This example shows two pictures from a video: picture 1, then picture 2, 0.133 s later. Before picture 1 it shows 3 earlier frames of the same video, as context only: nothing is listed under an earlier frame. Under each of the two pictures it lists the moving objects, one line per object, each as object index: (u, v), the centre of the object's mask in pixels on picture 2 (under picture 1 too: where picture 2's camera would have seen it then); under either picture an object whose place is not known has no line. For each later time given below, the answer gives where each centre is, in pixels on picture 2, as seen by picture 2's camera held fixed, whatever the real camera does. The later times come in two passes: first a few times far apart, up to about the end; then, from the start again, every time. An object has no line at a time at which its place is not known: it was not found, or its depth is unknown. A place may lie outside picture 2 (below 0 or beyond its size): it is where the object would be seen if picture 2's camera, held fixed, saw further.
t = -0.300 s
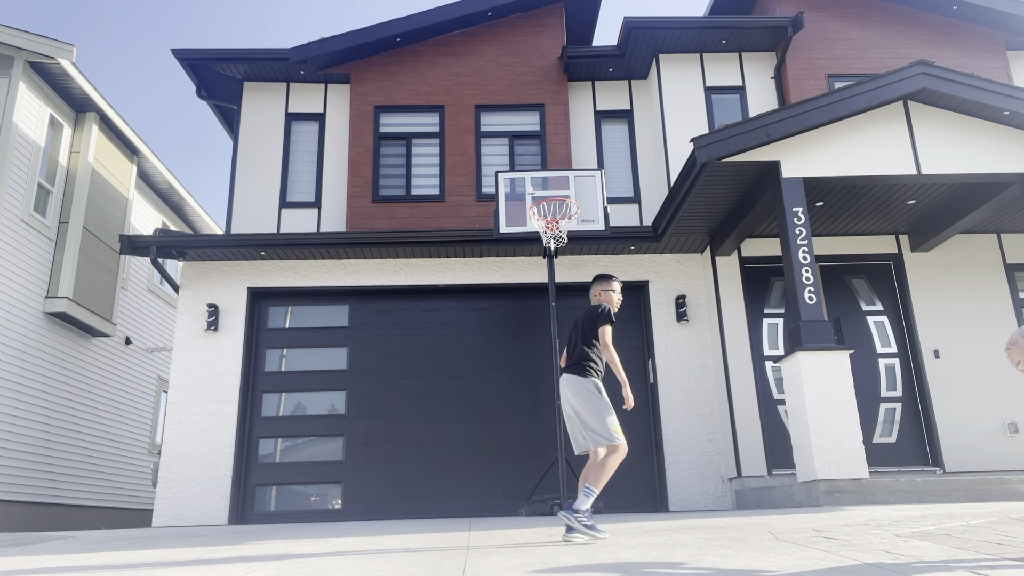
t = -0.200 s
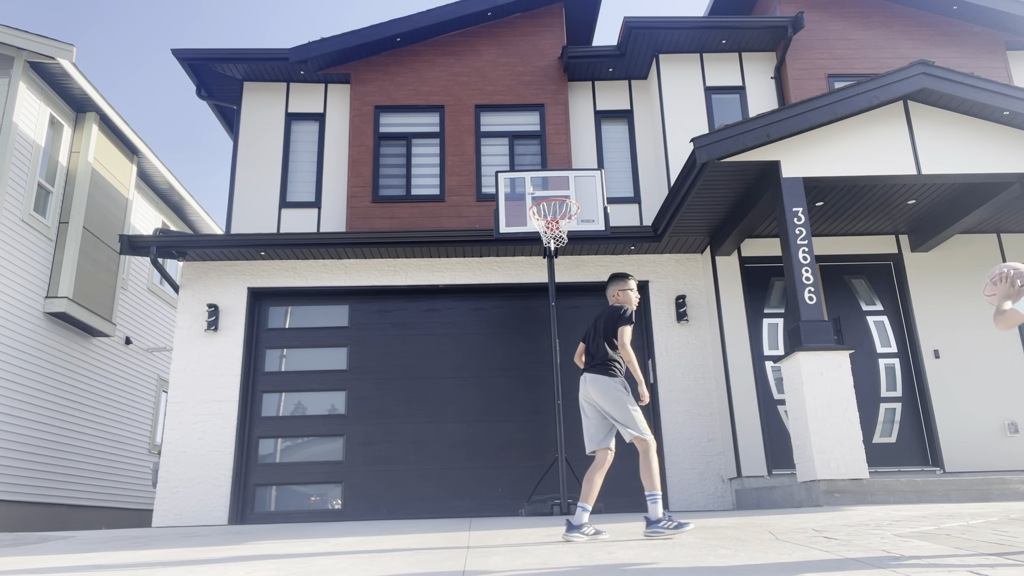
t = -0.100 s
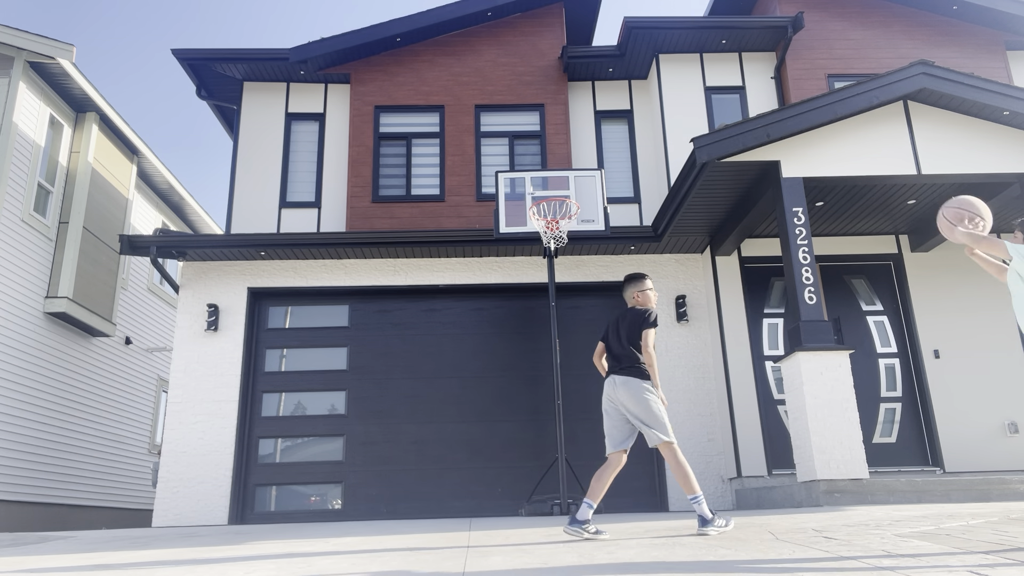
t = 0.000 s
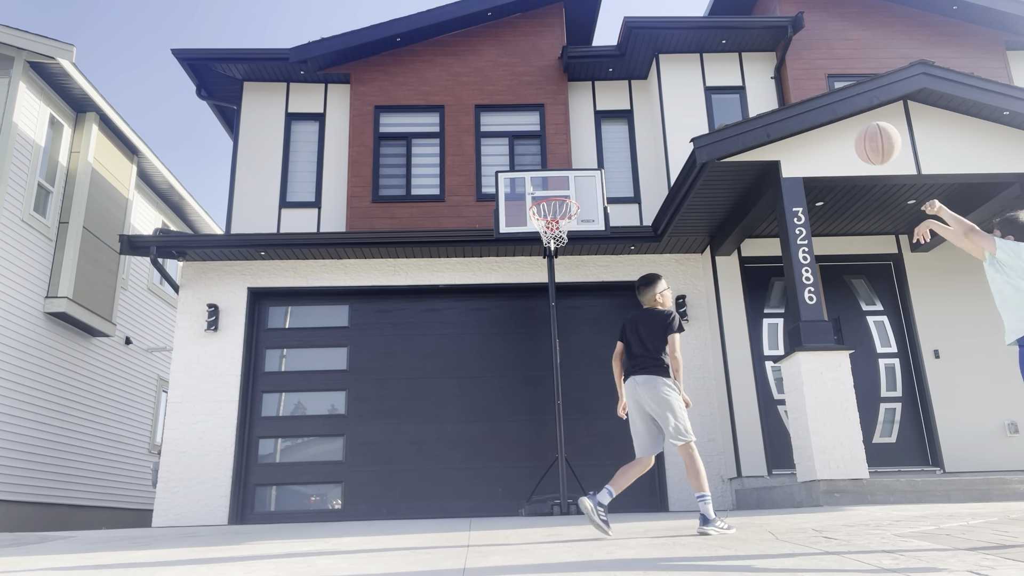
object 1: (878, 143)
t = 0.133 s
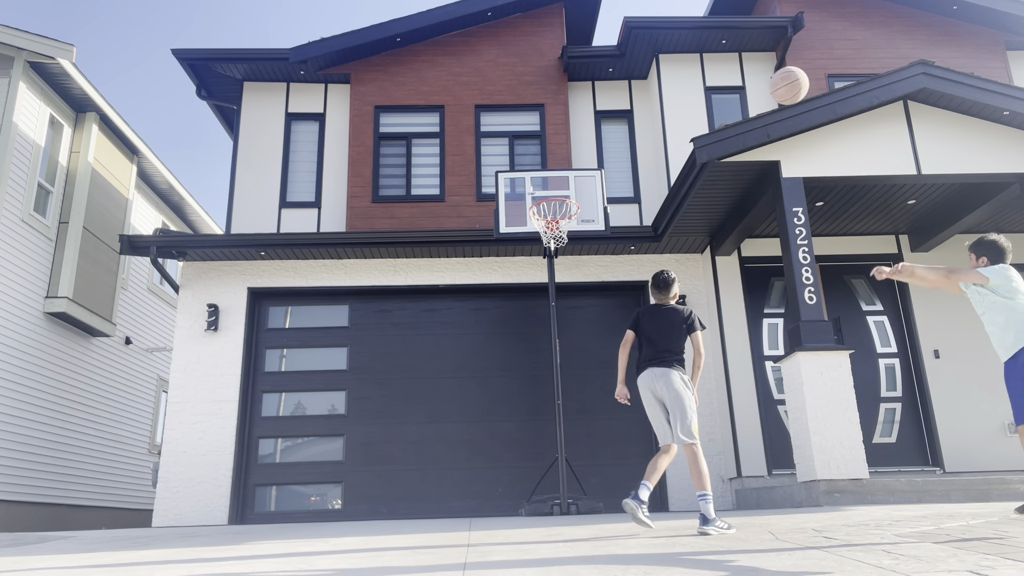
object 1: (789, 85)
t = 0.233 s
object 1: (738, 64)
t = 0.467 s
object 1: (647, 66)
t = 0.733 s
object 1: (574, 128)
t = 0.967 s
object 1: (527, 211)
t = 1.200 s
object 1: (486, 203)
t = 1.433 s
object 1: (445, 245)
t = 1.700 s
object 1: (394, 360)
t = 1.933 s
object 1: (345, 499)
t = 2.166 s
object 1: (293, 367)
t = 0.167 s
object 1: (771, 77)
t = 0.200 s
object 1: (753, 69)
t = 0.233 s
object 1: (738, 64)
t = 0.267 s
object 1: (723, 60)
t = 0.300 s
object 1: (708, 58)
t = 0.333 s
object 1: (694, 57)
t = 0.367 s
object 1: (683, 58)
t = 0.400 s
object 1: (670, 59)
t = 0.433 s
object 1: (658, 62)
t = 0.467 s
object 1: (647, 66)
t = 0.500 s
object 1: (637, 71)
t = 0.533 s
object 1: (627, 76)
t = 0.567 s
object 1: (618, 83)
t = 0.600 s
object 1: (609, 90)
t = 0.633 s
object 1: (600, 99)
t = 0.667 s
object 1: (591, 108)
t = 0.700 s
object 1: (583, 117)
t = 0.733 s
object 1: (574, 128)
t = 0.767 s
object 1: (567, 139)
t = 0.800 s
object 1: (559, 151)
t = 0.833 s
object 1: (552, 163)
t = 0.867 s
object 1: (545, 176)
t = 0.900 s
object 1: (538, 190)
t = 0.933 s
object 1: (529, 202)
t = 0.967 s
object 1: (527, 211)
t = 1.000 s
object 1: (521, 207)
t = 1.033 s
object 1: (516, 205)
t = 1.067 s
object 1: (510, 203)
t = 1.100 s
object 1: (504, 201)
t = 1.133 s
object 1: (498, 201)
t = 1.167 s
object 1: (492, 202)
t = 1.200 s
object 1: (486, 203)
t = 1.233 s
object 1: (481, 206)
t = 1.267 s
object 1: (474, 210)
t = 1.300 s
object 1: (469, 215)
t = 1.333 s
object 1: (462, 221)
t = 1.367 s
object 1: (456, 228)
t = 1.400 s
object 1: (451, 236)
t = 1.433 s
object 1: (445, 245)
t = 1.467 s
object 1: (439, 255)
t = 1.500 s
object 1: (433, 266)
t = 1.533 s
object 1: (426, 279)
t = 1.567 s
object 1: (420, 293)
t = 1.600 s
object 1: (414, 307)
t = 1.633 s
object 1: (407, 323)
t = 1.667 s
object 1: (401, 341)
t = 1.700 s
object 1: (394, 360)
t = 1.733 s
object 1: (388, 381)
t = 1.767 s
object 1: (381, 403)
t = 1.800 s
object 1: (374, 426)
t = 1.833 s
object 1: (367, 452)
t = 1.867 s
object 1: (360, 478)
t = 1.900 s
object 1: (353, 507)
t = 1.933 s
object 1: (345, 499)
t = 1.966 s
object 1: (338, 476)
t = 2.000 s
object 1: (330, 454)
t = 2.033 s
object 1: (323, 434)
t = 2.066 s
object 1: (315, 416)
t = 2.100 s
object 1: (307, 398)
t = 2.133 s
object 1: (300, 381)
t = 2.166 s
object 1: (293, 367)
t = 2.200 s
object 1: (285, 352)
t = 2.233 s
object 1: (277, 340)
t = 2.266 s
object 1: (269, 328)
